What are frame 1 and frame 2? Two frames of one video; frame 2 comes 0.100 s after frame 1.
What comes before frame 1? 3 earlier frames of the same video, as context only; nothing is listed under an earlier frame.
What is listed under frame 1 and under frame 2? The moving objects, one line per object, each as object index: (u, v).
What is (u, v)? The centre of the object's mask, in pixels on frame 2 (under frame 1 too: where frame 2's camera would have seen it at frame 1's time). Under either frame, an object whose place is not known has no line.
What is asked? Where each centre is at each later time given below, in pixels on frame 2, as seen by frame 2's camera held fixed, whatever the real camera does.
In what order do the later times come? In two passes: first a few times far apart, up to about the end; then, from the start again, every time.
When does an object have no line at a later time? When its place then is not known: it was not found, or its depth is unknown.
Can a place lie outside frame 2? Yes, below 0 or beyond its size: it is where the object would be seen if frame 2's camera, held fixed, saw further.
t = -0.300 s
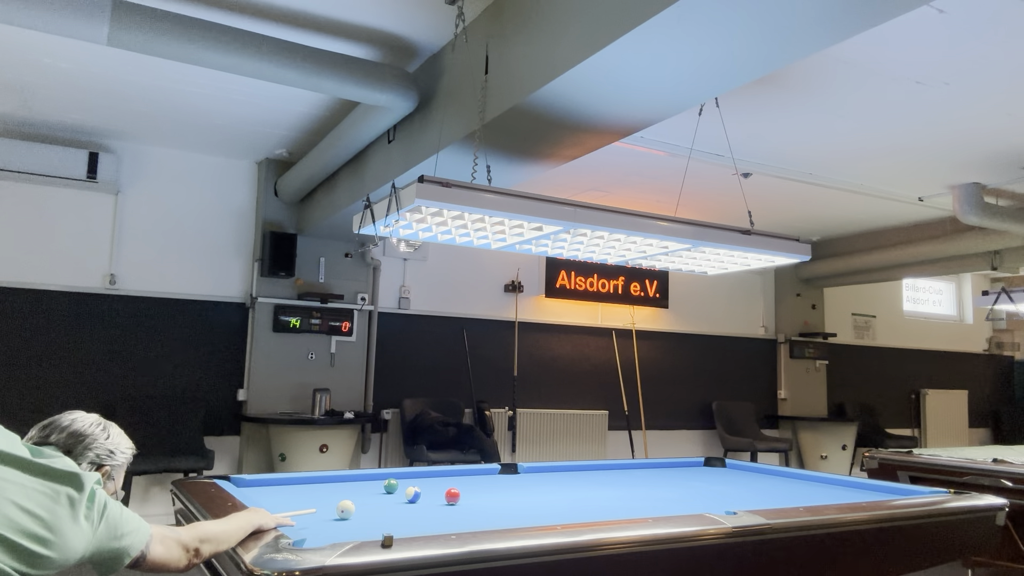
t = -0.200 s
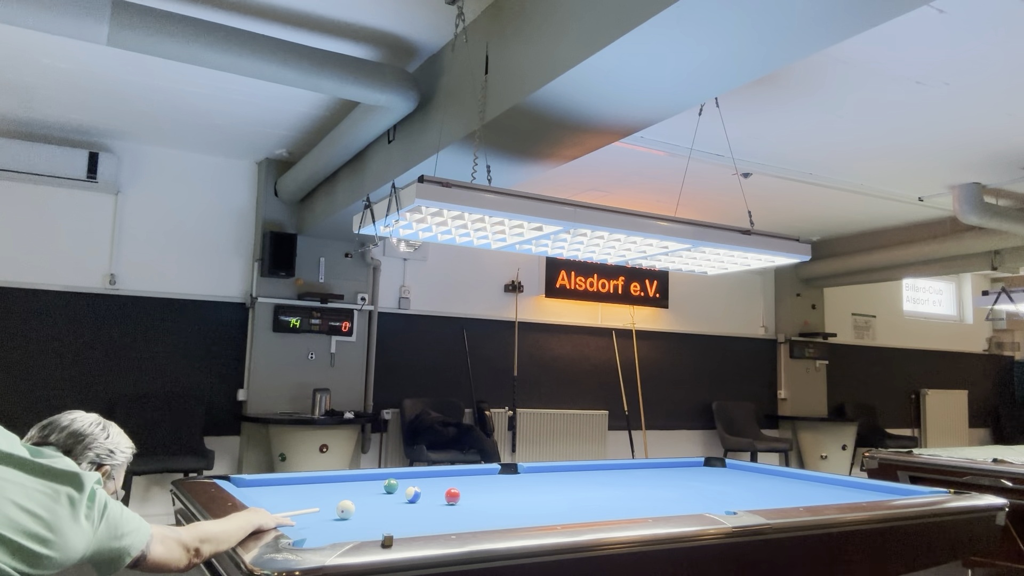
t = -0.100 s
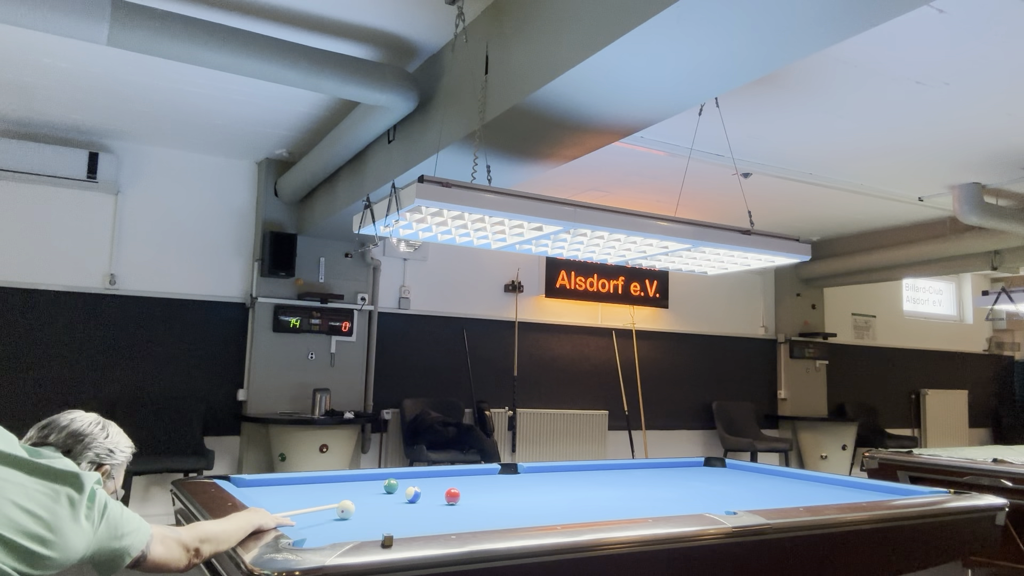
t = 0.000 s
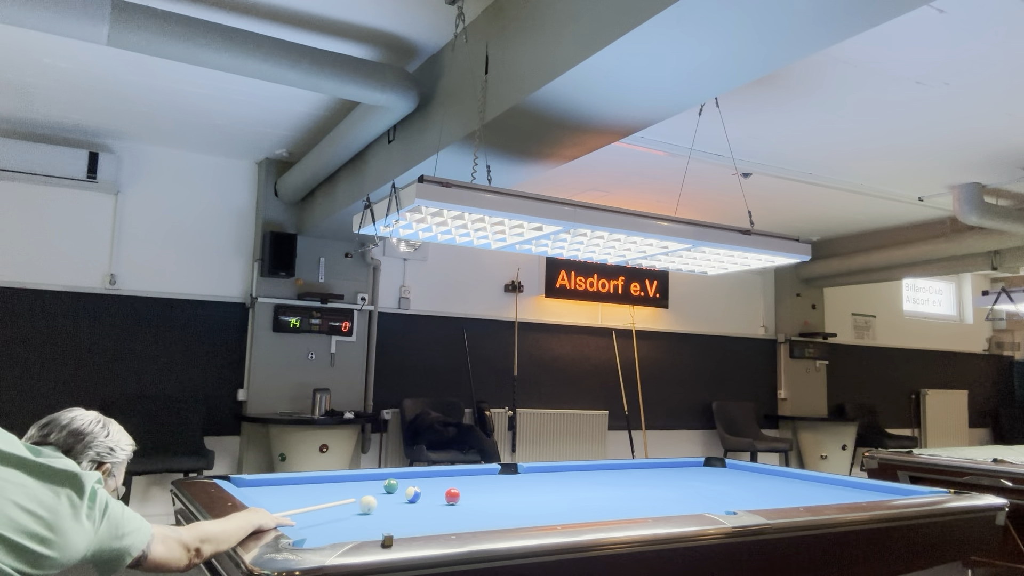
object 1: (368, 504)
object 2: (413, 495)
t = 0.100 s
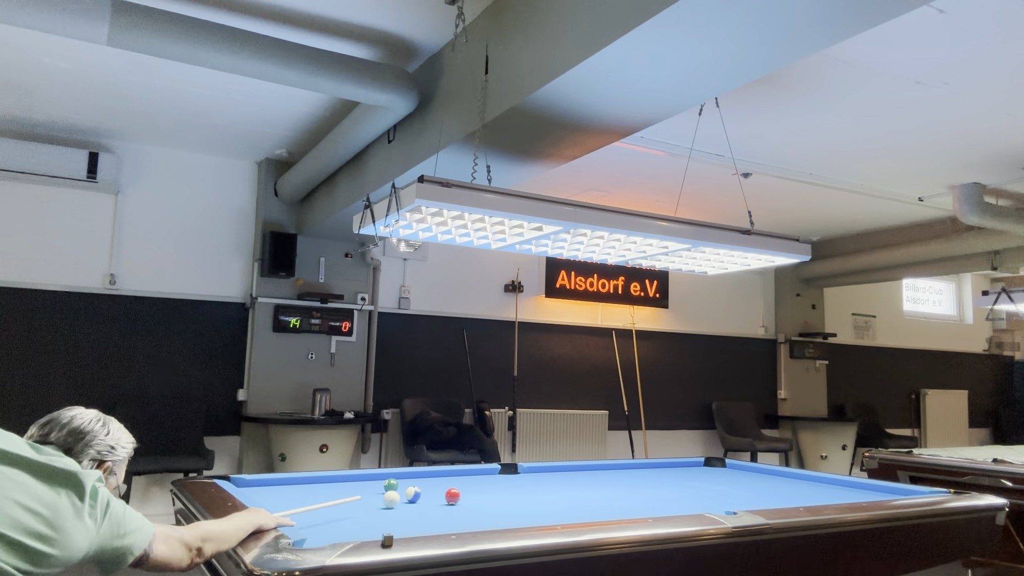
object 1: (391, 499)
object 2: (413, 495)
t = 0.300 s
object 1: (412, 496)
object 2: (431, 489)
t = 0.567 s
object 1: (428, 493)
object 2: (456, 482)
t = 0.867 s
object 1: (443, 490)
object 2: (480, 477)
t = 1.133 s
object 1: (458, 487)
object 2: (498, 472)
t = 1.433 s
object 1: (469, 489)
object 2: (516, 468)
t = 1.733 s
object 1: (480, 487)
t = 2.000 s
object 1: (487, 486)
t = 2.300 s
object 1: (495, 485)
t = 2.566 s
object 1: (500, 485)
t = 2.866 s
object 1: (505, 484)
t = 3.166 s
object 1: (508, 484)
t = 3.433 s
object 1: (511, 483)
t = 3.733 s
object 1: (512, 483)
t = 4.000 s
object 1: (512, 484)
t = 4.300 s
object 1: (512, 483)
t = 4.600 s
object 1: (512, 483)
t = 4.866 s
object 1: (512, 483)
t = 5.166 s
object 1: (512, 483)
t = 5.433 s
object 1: (512, 483)
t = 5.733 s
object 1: (512, 483)
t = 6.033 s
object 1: (512, 483)
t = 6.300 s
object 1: (512, 484)
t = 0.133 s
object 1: (398, 497)
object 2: (413, 495)
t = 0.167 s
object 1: (405, 496)
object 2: (416, 495)
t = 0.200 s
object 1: (406, 497)
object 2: (419, 493)
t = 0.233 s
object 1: (407, 496)
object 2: (423, 492)
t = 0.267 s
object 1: (409, 496)
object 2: (427, 491)
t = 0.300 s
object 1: (412, 496)
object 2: (431, 489)
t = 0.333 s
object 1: (414, 495)
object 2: (435, 489)
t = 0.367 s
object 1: (416, 495)
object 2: (438, 488)
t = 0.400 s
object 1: (418, 495)
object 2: (441, 487)
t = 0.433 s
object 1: (420, 495)
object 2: (444, 485)
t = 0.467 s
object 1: (422, 494)
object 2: (447, 485)
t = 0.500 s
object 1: (424, 494)
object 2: (450, 483)
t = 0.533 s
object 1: (426, 494)
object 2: (453, 482)
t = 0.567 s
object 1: (428, 493)
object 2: (456, 482)
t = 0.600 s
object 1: (430, 493)
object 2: (459, 482)
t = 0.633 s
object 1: (432, 493)
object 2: (462, 481)
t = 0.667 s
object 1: (434, 493)
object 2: (464, 481)
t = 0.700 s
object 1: (436, 493)
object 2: (467, 480)
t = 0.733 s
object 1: (437, 492)
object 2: (470, 479)
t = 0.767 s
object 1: (439, 492)
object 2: (472, 478)
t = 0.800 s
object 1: (440, 492)
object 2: (475, 478)
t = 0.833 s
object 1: (441, 491)
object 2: (477, 478)
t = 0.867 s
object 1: (443, 490)
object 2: (480, 477)
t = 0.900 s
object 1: (444, 490)
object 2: (482, 476)
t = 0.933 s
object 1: (446, 489)
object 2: (485, 476)
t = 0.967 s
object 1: (448, 487)
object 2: (487, 475)
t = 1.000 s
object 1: (450, 487)
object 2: (488, 474)
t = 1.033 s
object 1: (452, 486)
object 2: (491, 474)
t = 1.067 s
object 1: (455, 486)
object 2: (493, 473)
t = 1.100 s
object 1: (457, 486)
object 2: (495, 473)
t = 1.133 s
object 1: (458, 487)
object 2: (498, 472)
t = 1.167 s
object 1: (460, 488)
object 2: (500, 472)
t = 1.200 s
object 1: (462, 489)
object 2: (502, 471)
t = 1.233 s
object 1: (463, 489)
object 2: (504, 471)
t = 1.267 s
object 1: (464, 489)
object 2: (506, 470)
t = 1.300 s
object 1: (465, 489)
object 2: (508, 470)
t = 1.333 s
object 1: (466, 489)
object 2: (510, 469)
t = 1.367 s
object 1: (467, 489)
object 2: (512, 469)
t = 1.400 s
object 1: (468, 489)
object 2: (513, 468)
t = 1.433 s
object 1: (469, 489)
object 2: (516, 468)
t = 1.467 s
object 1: (470, 488)
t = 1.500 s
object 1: (471, 488)
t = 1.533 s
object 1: (473, 488)
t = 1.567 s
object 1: (474, 488)
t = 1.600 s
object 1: (475, 488)
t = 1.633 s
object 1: (476, 488)
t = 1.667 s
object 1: (477, 487)
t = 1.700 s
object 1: (478, 487)
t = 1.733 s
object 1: (480, 487)
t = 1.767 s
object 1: (481, 487)
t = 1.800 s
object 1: (482, 487)
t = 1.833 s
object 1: (483, 487)
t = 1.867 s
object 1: (484, 487)
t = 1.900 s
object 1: (485, 487)
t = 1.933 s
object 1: (486, 487)
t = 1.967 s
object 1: (487, 486)
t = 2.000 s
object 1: (487, 486)
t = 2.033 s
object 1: (488, 486)
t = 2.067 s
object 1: (489, 486)
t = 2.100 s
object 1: (490, 486)
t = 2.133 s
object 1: (491, 486)
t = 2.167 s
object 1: (492, 486)
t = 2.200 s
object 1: (493, 486)
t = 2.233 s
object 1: (493, 485)
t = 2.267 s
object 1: (494, 485)
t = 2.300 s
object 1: (495, 485)
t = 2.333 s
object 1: (495, 485)
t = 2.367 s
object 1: (496, 485)
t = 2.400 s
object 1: (497, 485)
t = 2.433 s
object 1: (498, 485)
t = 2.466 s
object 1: (498, 485)
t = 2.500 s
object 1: (499, 485)
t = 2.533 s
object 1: (500, 485)
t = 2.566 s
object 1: (500, 485)
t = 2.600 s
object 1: (501, 485)
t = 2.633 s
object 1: (501, 485)
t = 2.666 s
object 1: (502, 485)
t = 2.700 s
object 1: (503, 484)
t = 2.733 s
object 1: (503, 484)
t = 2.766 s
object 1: (504, 484)
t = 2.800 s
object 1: (504, 484)
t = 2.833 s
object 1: (505, 484)
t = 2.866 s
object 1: (505, 484)
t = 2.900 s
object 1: (505, 484)
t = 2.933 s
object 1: (506, 484)
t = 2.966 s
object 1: (506, 484)
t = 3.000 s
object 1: (507, 484)
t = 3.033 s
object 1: (507, 484)
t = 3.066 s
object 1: (508, 484)
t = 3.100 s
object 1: (508, 484)
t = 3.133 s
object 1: (508, 484)
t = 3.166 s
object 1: (508, 484)
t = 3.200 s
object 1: (509, 484)
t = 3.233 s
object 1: (509, 484)
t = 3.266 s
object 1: (509, 483)
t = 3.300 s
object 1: (510, 483)
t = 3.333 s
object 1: (510, 484)
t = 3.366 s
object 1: (510, 484)
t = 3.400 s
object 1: (510, 483)
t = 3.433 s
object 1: (511, 483)
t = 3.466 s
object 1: (511, 483)
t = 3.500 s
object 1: (511, 483)
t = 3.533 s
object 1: (511, 483)
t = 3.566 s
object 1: (512, 483)
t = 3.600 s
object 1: (512, 484)
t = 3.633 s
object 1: (512, 483)
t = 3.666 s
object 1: (512, 483)
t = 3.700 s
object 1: (512, 484)
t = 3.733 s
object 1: (512, 483)
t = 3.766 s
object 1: (512, 483)
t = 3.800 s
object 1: (512, 484)
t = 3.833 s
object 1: (512, 483)
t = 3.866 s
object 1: (512, 484)
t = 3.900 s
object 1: (512, 484)
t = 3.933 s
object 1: (512, 484)
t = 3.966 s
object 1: (512, 484)
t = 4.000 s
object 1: (512, 484)
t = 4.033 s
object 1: (512, 483)
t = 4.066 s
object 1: (512, 484)
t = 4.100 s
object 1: (512, 484)
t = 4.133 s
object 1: (512, 483)
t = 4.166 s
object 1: (512, 483)
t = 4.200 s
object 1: (512, 484)
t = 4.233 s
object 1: (512, 483)
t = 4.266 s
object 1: (512, 483)
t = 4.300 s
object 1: (512, 483)
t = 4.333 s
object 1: (512, 484)
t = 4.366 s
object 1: (512, 484)
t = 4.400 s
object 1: (512, 484)
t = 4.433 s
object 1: (512, 484)
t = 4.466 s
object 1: (512, 484)
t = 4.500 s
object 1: (512, 483)
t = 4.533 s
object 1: (512, 483)
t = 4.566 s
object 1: (512, 483)
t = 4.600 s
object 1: (512, 483)
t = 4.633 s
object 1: (512, 483)
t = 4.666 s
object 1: (512, 483)
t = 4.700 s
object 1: (512, 483)
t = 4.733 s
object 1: (512, 483)
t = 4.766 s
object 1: (512, 483)
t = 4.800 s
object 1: (512, 483)
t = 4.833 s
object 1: (512, 483)
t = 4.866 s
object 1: (512, 483)
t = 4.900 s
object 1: (512, 483)
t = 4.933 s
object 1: (512, 483)
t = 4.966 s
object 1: (512, 483)
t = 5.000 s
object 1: (512, 484)
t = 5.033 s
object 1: (512, 483)
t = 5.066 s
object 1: (512, 483)
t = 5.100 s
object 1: (512, 483)
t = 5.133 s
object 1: (512, 483)
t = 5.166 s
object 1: (512, 483)
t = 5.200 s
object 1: (512, 483)
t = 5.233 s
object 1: (512, 483)
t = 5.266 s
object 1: (512, 483)
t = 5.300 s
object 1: (512, 483)
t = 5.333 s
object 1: (512, 483)
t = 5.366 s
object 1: (512, 483)
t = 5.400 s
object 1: (512, 483)
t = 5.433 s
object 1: (512, 483)
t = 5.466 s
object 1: (512, 484)
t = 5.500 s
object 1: (512, 484)
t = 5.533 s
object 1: (512, 483)
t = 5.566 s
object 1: (512, 483)
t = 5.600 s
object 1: (512, 484)
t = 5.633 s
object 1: (512, 483)
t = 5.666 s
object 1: (512, 483)
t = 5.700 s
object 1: (512, 484)
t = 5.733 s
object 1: (512, 483)
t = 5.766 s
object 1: (512, 484)
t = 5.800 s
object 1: (512, 484)
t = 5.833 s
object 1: (512, 483)
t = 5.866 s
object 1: (512, 484)
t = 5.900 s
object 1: (512, 483)
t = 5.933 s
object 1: (512, 483)
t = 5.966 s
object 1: (512, 483)
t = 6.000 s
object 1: (512, 483)
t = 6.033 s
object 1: (512, 483)
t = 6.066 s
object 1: (512, 483)
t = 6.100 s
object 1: (512, 483)
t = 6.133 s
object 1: (512, 484)
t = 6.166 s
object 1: (512, 484)
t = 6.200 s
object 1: (512, 483)
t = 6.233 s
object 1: (512, 484)
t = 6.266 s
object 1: (512, 484)
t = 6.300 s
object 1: (512, 484)
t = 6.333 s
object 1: (512, 484)
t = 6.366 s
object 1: (512, 484)
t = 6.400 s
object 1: (512, 483)
